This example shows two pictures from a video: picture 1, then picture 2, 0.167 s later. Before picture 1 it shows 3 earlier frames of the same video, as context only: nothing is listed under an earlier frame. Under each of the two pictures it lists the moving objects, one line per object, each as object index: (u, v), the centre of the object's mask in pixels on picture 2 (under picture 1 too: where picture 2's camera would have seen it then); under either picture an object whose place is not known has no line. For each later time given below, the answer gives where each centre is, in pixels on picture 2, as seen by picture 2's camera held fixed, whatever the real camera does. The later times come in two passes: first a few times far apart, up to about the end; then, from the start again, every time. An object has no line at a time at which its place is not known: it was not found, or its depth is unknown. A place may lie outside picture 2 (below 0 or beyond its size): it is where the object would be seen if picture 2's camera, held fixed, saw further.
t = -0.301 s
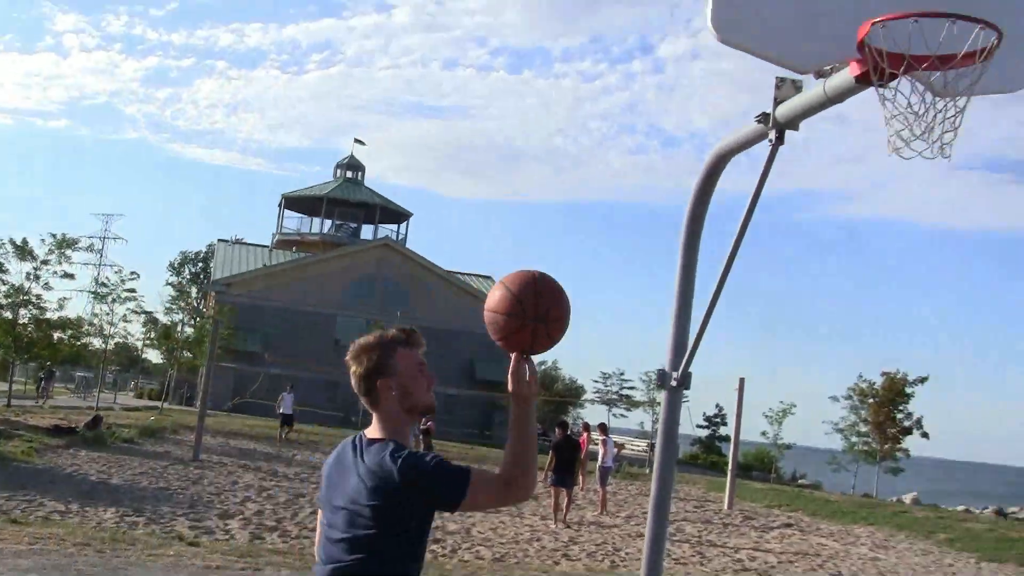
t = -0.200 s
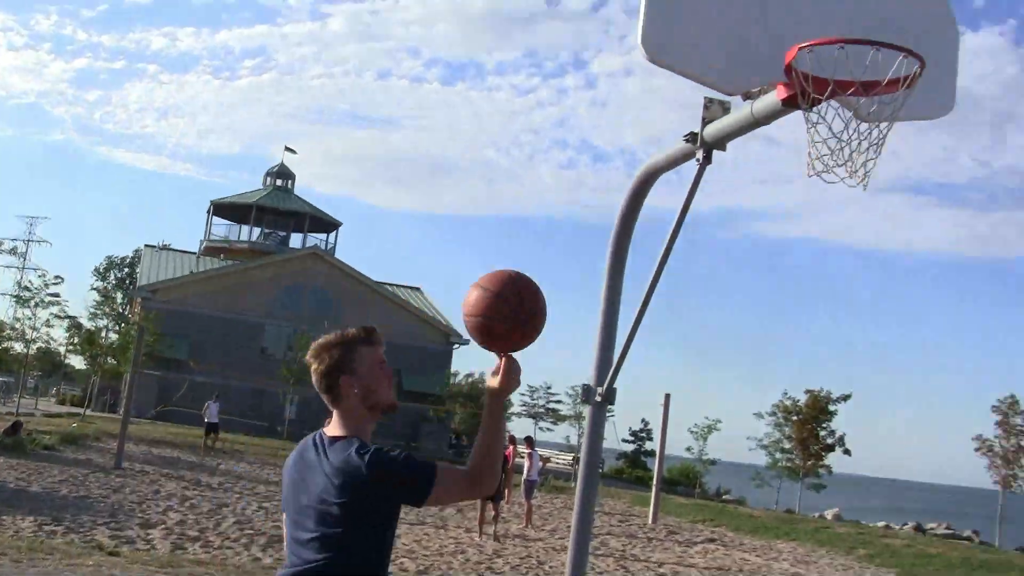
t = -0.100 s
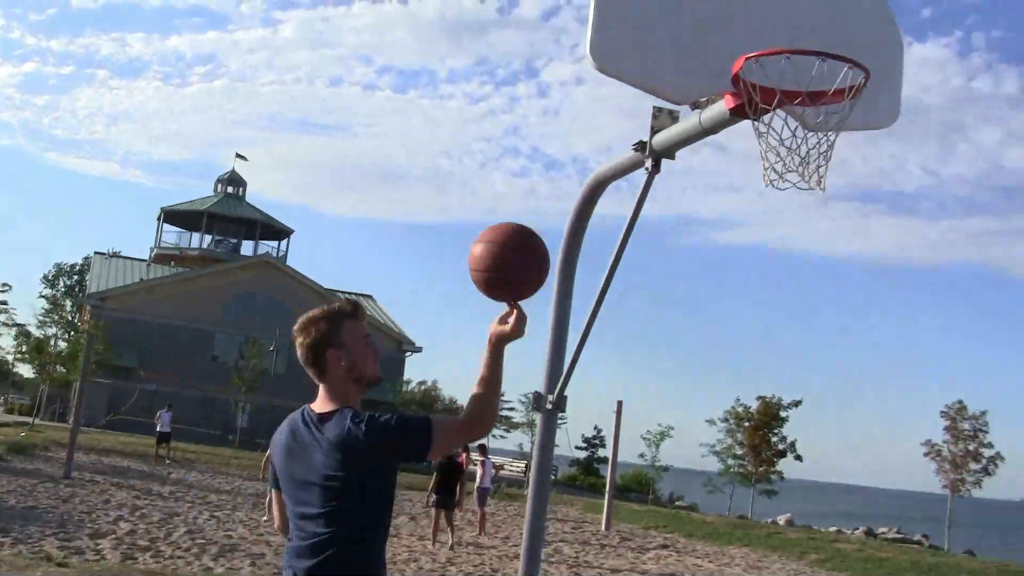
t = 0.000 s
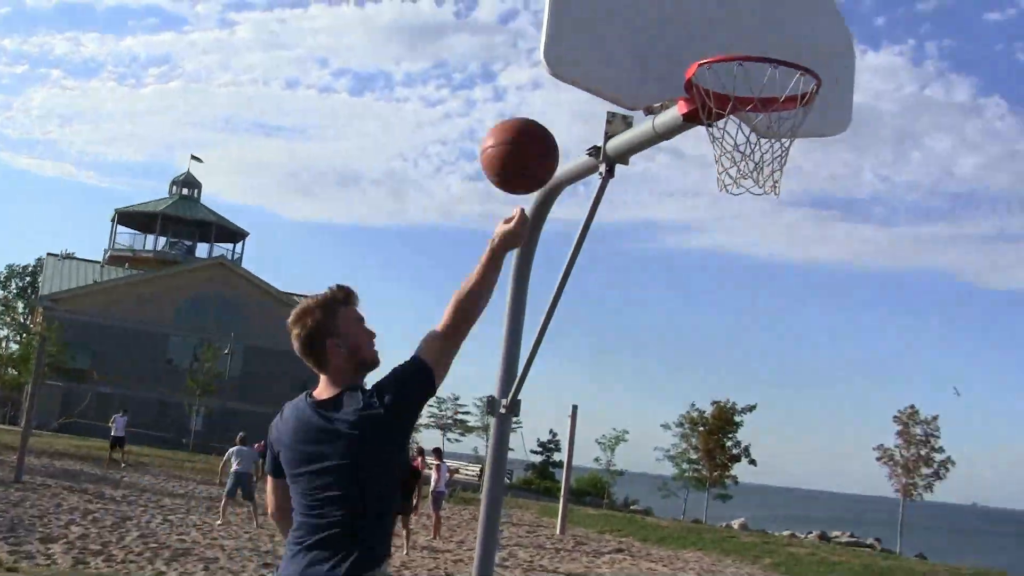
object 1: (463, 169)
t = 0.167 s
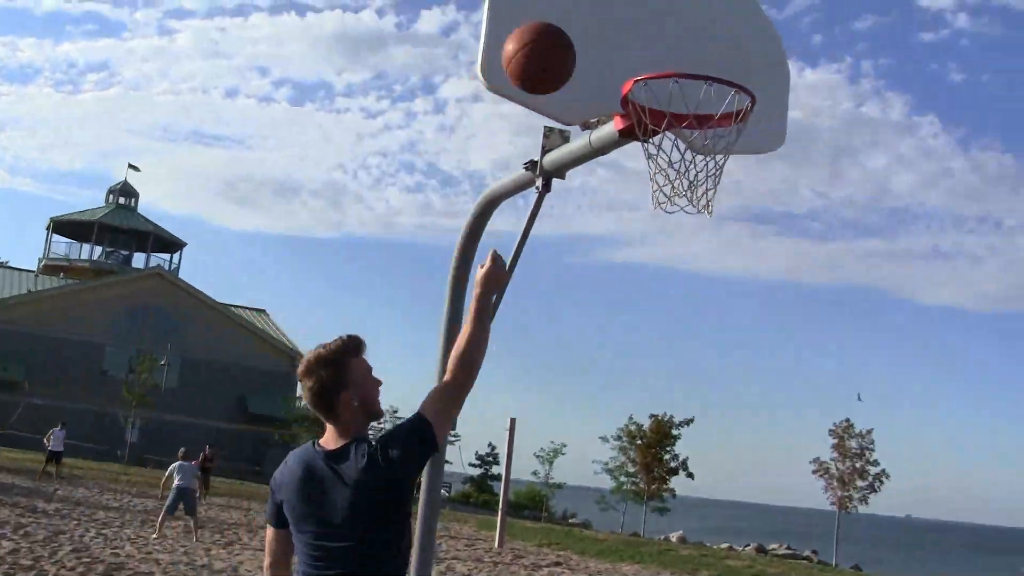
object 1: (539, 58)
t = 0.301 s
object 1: (594, 35)
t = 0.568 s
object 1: (615, 29)
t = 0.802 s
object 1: (575, 131)
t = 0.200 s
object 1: (553, 48)
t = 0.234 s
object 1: (567, 40)
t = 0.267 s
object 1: (580, 36)
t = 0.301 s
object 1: (594, 35)
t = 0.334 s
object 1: (608, 34)
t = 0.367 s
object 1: (619, 42)
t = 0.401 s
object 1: (632, 47)
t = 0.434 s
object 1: (632, 40)
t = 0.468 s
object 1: (628, 34)
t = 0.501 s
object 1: (624, 27)
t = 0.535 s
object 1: (620, 25)
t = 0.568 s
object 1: (615, 29)
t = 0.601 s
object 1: (613, 32)
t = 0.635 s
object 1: (609, 36)
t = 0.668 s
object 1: (605, 49)
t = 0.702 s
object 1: (600, 61)
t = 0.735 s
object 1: (593, 77)
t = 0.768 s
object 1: (582, 102)
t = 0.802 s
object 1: (575, 131)
